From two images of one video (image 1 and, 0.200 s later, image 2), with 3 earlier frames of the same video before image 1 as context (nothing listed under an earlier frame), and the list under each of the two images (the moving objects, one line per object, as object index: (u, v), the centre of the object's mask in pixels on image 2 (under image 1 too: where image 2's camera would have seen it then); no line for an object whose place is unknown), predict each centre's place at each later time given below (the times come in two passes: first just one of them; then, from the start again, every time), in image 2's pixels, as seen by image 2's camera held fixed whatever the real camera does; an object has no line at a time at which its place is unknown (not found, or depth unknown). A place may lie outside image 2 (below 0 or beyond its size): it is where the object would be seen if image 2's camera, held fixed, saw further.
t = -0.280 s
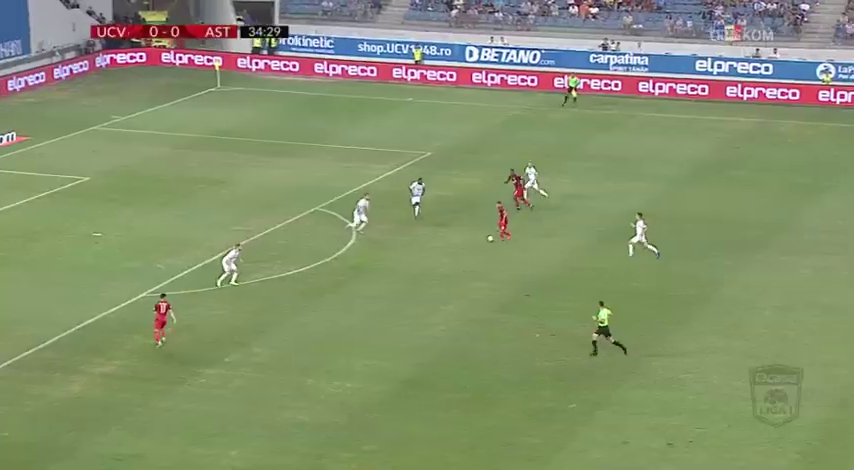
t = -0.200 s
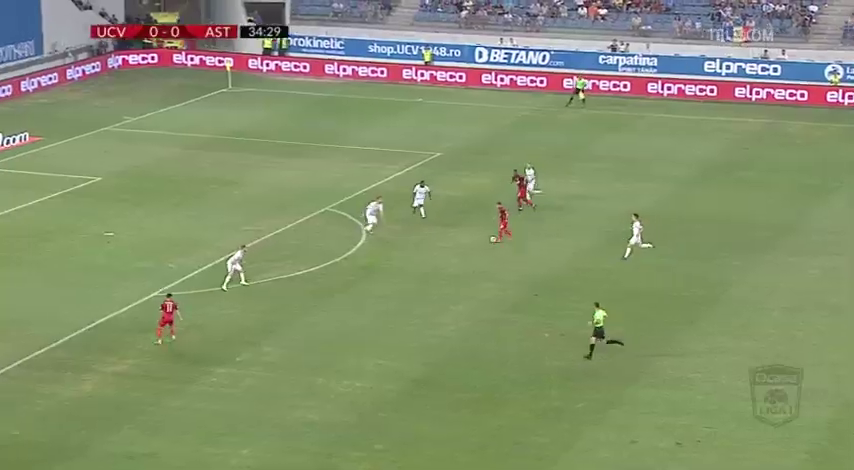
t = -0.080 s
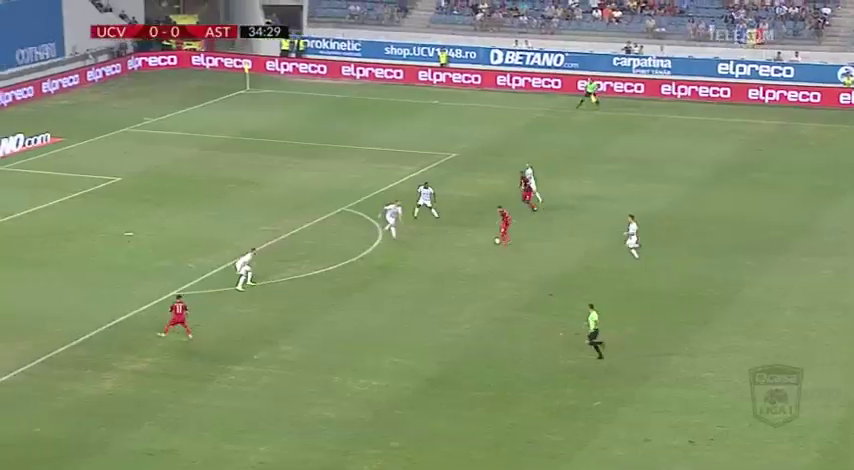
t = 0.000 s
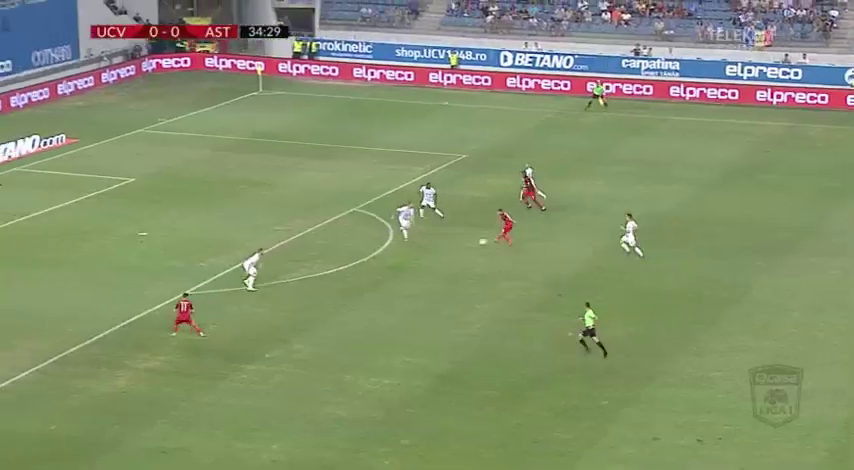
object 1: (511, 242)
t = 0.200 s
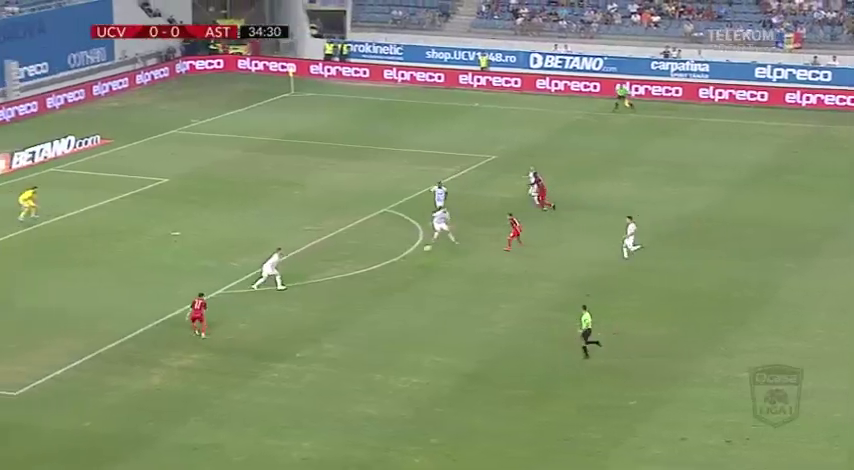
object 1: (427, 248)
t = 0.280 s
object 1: (393, 253)
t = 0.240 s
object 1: (410, 250)
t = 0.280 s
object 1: (393, 253)
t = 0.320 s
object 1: (378, 256)
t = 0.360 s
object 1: (363, 257)
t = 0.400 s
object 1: (348, 257)
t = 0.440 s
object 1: (333, 259)
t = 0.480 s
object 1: (318, 261)
